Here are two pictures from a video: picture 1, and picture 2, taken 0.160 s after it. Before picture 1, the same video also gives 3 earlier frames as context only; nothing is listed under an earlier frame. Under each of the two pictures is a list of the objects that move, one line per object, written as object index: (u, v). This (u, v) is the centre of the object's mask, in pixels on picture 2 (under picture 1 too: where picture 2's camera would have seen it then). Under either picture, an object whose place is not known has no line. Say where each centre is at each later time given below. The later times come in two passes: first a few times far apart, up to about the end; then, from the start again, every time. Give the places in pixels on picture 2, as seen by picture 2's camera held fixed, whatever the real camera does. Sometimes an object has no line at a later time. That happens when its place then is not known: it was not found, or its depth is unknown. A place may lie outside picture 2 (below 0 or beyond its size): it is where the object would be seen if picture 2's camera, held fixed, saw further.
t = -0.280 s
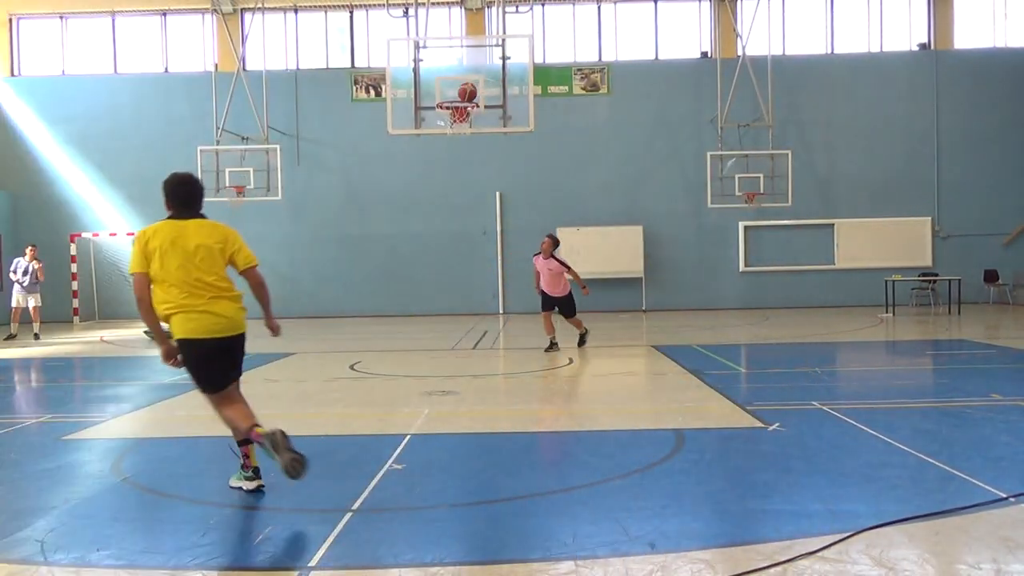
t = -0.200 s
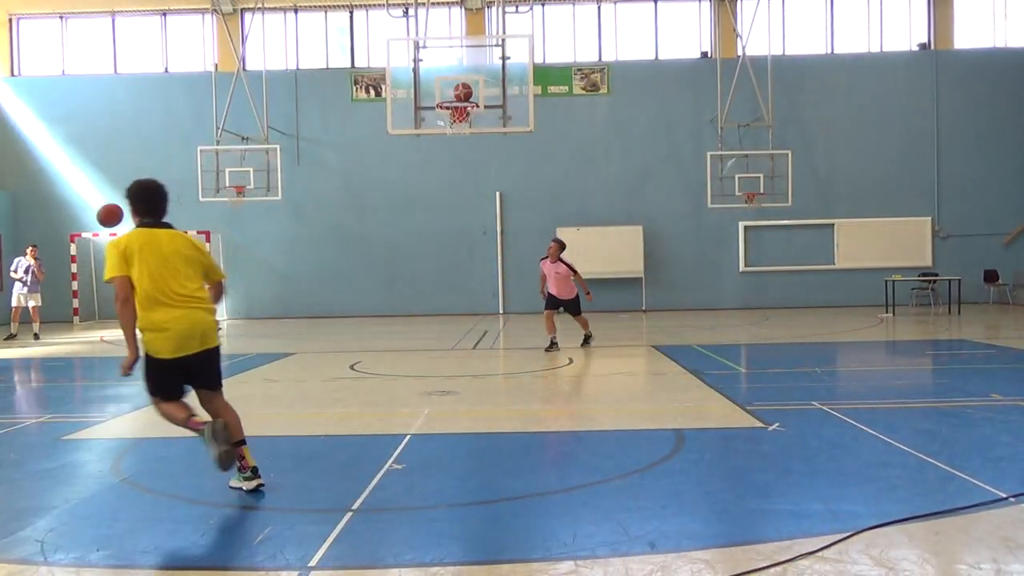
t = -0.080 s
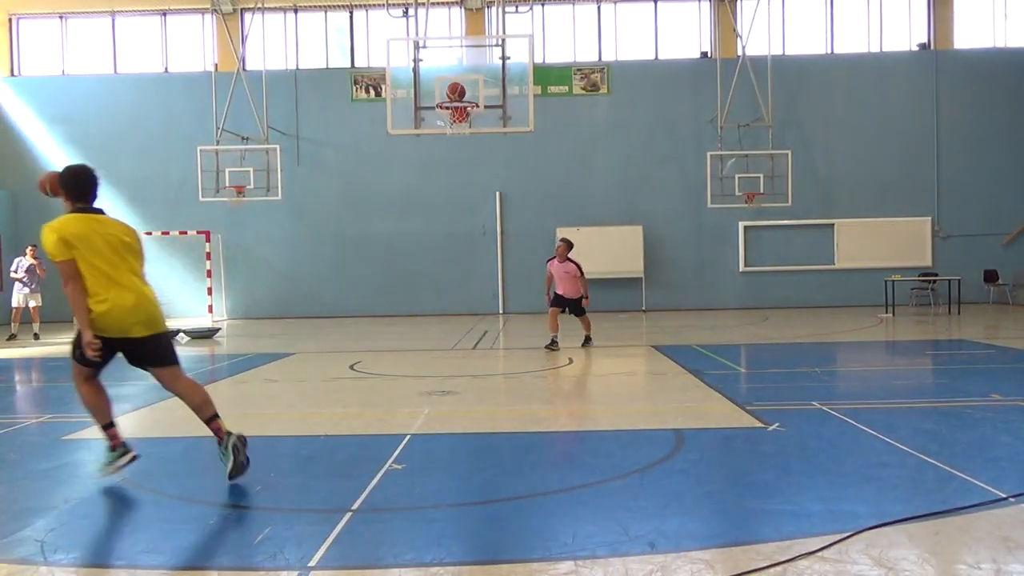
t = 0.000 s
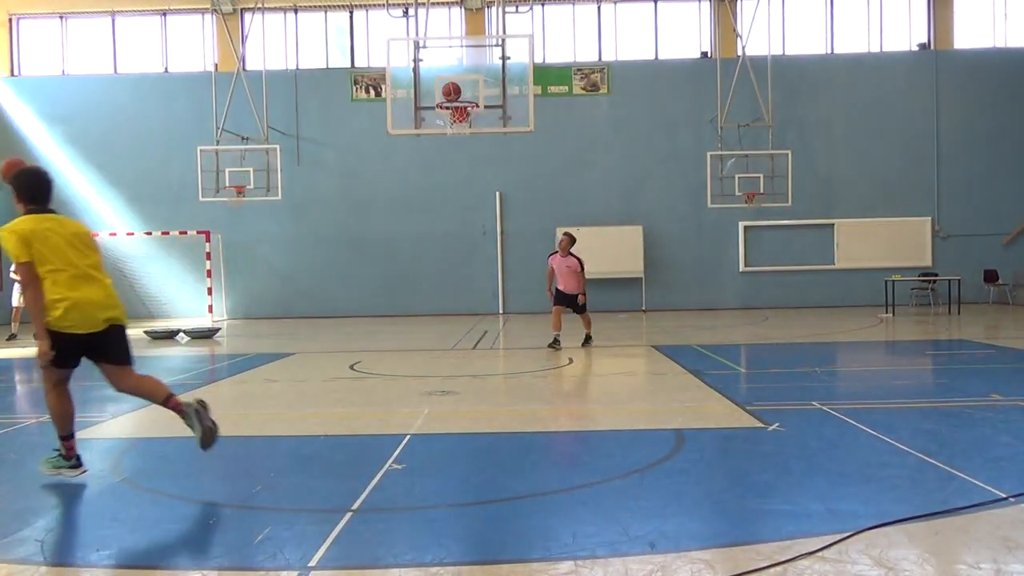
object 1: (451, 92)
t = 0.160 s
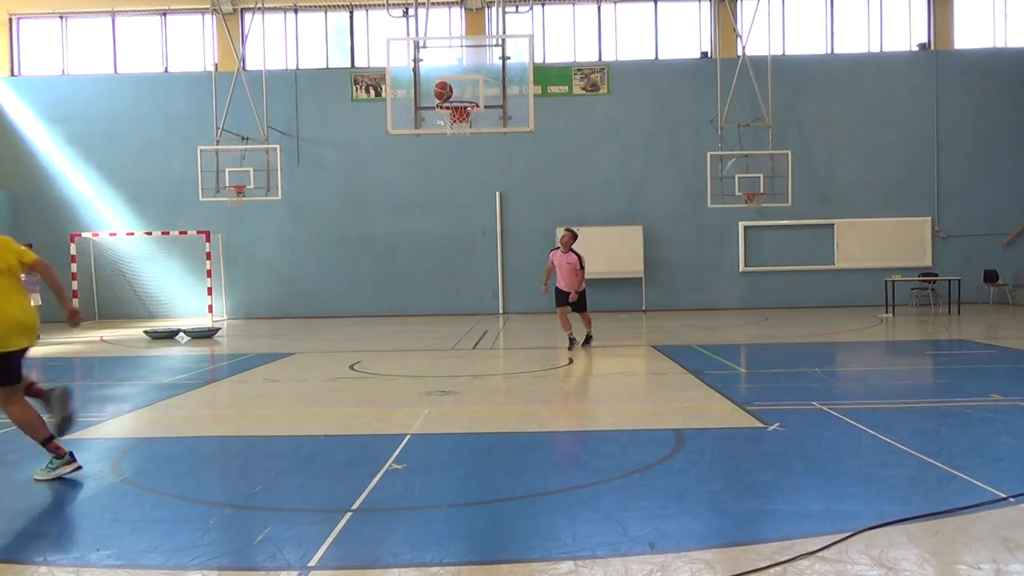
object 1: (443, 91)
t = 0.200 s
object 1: (441, 91)
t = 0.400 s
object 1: (429, 99)
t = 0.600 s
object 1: (417, 137)
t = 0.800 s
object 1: (407, 207)
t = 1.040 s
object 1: (395, 336)
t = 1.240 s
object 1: (381, 291)
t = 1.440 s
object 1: (367, 240)
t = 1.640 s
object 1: (354, 222)
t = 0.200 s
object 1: (441, 91)
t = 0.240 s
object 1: (439, 92)
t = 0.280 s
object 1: (437, 92)
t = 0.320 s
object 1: (434, 93)
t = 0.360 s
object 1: (432, 95)
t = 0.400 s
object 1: (429, 99)
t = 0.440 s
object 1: (427, 104)
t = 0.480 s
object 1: (424, 110)
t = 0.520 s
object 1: (422, 118)
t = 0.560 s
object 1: (419, 126)
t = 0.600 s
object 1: (417, 137)
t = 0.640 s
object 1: (415, 148)
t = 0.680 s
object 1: (413, 161)
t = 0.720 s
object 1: (411, 175)
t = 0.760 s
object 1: (409, 191)
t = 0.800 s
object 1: (407, 207)
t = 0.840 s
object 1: (405, 226)
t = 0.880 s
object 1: (403, 245)
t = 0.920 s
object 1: (401, 266)
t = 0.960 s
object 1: (399, 288)
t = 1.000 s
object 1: (397, 311)
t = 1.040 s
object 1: (395, 336)
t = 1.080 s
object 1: (392, 355)
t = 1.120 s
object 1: (389, 337)
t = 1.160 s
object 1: (387, 321)
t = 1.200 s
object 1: (384, 305)
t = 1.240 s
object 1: (381, 291)
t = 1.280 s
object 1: (378, 278)
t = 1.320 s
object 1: (375, 267)
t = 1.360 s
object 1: (372, 256)
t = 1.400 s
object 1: (370, 248)
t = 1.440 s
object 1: (367, 240)
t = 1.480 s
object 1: (364, 234)
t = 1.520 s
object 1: (362, 229)
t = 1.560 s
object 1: (359, 225)
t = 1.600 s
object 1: (357, 223)
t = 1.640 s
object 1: (354, 222)
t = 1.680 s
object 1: (352, 223)
